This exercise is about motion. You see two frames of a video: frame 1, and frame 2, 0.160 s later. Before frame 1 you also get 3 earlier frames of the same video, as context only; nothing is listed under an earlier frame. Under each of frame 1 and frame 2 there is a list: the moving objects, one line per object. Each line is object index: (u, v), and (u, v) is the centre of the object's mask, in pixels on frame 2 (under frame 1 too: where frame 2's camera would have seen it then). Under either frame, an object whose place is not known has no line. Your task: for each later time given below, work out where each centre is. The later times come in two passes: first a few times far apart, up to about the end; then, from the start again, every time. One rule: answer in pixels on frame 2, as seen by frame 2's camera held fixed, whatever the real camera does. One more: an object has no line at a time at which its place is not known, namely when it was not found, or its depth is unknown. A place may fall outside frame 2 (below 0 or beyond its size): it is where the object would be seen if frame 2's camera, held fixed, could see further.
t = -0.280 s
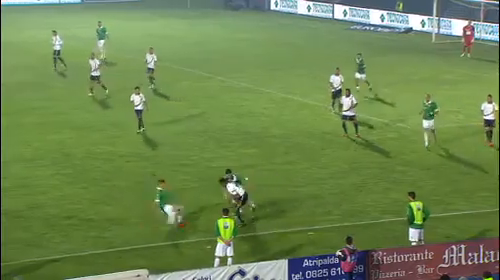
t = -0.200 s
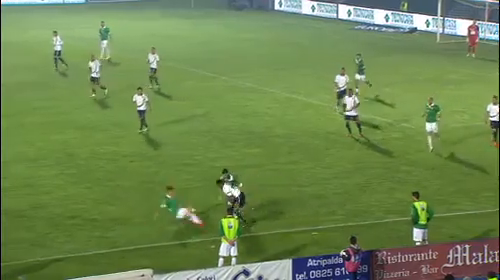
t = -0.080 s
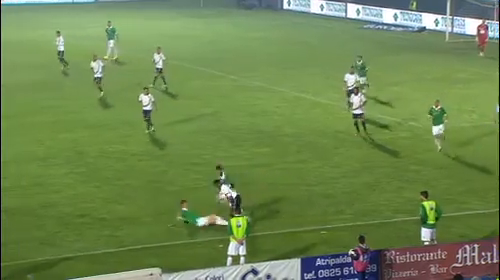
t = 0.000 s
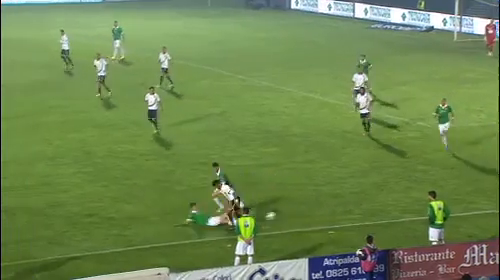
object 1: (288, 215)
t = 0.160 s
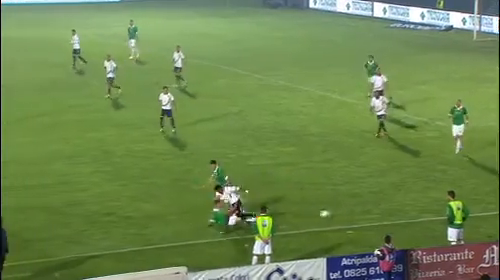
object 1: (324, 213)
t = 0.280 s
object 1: (347, 209)
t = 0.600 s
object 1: (400, 205)
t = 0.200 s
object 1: (332, 212)
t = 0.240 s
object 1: (340, 210)
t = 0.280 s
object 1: (347, 209)
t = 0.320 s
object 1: (355, 208)
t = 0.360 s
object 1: (362, 208)
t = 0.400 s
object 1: (369, 208)
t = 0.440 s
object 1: (375, 206)
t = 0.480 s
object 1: (382, 205)
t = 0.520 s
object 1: (387, 205)
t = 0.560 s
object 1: (394, 205)
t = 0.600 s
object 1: (400, 205)
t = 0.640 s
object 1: (405, 203)
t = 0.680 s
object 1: (411, 202)
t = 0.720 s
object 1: (417, 202)
